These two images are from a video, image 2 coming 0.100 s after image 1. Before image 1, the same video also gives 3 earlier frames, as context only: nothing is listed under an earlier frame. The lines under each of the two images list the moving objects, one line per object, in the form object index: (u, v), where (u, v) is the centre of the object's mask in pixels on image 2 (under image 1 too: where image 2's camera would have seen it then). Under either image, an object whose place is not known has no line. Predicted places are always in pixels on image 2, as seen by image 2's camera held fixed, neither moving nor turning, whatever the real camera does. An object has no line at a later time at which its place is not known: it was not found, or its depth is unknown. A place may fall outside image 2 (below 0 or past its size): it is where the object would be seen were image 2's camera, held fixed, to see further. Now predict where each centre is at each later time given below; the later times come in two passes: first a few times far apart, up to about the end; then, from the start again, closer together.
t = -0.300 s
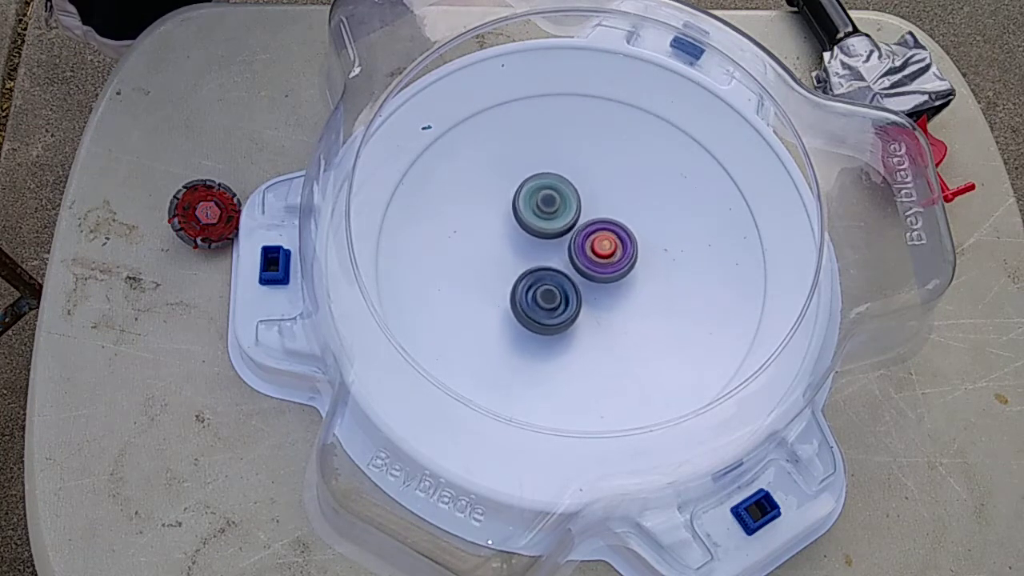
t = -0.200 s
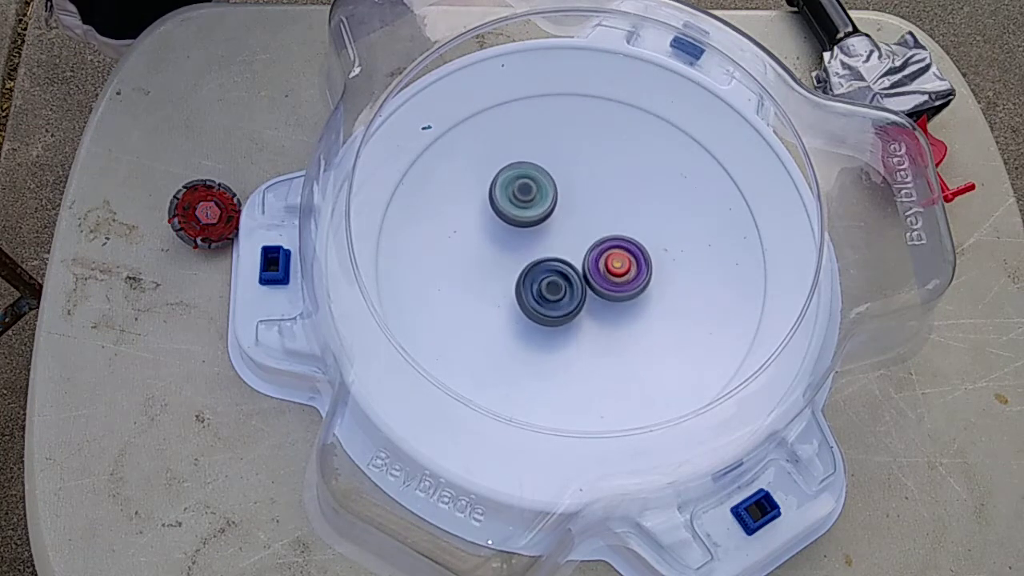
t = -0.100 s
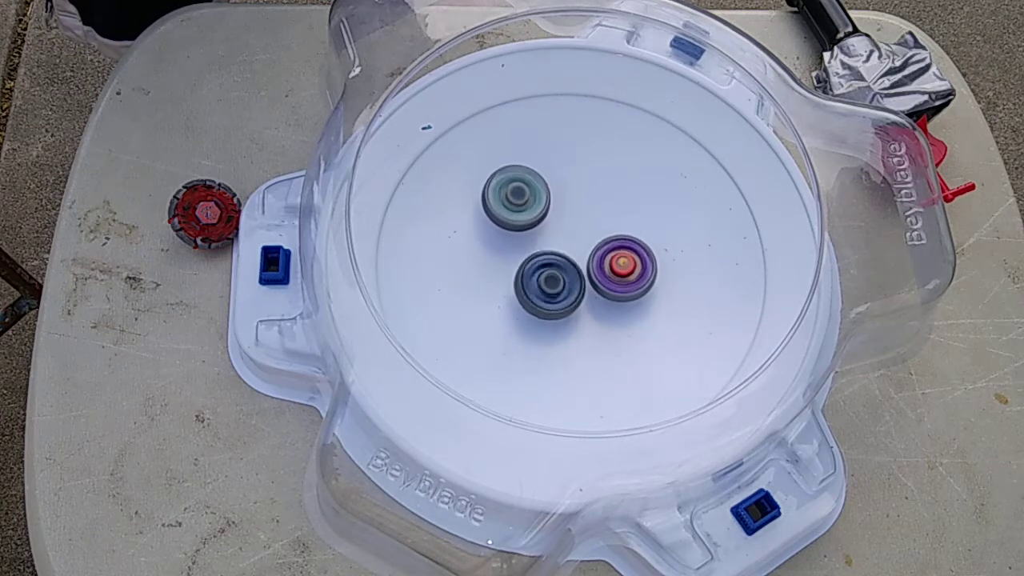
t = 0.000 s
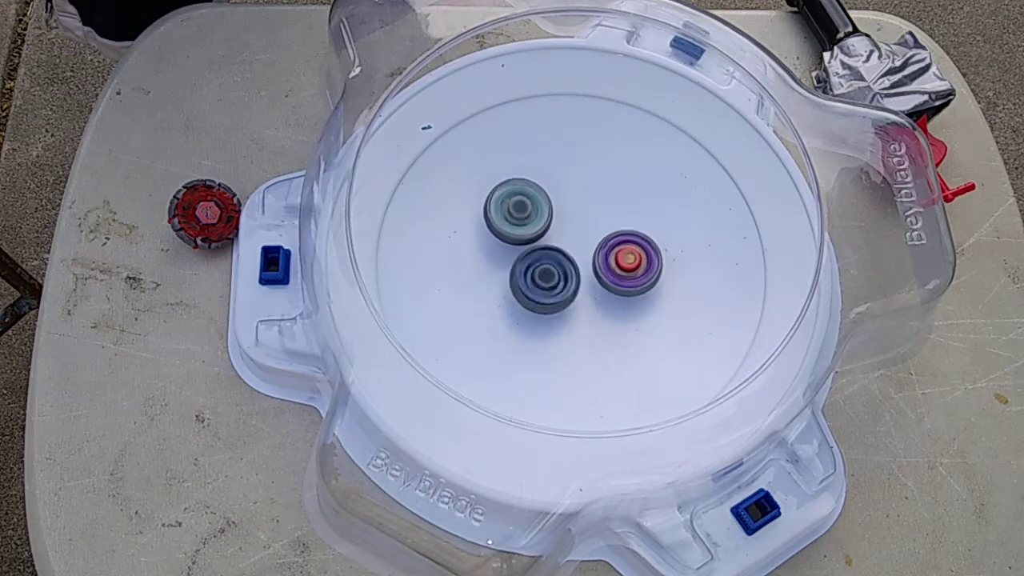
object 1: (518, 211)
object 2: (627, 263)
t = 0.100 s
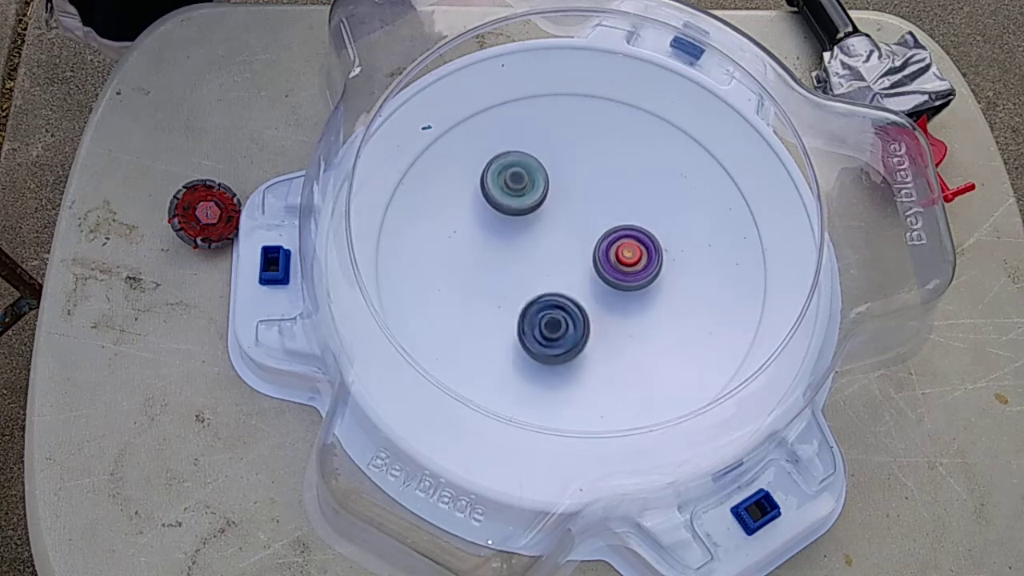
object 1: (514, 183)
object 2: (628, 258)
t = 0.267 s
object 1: (525, 187)
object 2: (621, 250)
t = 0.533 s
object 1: (533, 218)
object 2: (604, 244)
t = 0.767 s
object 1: (526, 222)
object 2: (594, 244)
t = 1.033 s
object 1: (520, 221)
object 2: (604, 221)
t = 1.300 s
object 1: (519, 238)
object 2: (607, 206)
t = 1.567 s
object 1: (529, 224)
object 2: (596, 207)
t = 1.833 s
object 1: (525, 231)
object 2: (594, 217)
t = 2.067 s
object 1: (503, 251)
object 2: (612, 226)
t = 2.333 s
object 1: (526, 259)
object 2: (609, 218)
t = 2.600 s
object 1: (521, 244)
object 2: (598, 226)
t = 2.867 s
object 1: (507, 248)
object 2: (605, 232)
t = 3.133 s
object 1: (522, 236)
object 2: (598, 223)
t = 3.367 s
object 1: (499, 243)
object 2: (626, 223)
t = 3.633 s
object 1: (522, 246)
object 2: (624, 205)
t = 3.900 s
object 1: (536, 246)
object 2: (603, 205)
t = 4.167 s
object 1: (534, 254)
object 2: (591, 210)
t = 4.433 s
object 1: (522, 257)
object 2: (580, 218)
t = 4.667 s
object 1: (513, 269)
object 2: (585, 209)
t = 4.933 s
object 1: (528, 268)
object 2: (568, 217)
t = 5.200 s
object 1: (521, 274)
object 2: (565, 219)
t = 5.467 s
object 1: (528, 278)
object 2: (551, 207)
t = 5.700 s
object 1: (524, 271)
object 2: (545, 210)
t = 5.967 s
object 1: (532, 284)
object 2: (549, 208)
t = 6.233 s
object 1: (530, 290)
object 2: (558, 218)
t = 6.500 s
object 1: (532, 299)
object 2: (556, 210)
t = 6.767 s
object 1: (549, 292)
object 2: (552, 222)
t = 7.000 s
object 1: (532, 298)
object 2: (552, 231)
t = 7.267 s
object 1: (540, 303)
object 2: (539, 226)
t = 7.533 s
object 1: (557, 296)
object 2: (535, 227)
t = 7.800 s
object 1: (564, 292)
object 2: (531, 229)
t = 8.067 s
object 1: (572, 299)
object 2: (530, 226)
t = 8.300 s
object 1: (567, 291)
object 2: (524, 231)
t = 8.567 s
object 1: (561, 297)
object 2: (528, 238)
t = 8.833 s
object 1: (577, 308)
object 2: (534, 232)
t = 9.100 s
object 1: (575, 308)
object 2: (534, 234)
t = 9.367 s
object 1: (577, 304)
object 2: (535, 236)
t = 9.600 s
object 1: (581, 293)
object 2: (531, 241)
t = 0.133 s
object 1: (516, 178)
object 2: (627, 256)
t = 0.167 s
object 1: (518, 177)
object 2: (626, 254)
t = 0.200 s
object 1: (520, 179)
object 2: (624, 253)
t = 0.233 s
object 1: (523, 183)
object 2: (623, 251)
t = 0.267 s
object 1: (525, 187)
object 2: (621, 250)
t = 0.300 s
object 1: (527, 192)
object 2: (619, 248)
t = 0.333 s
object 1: (529, 197)
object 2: (617, 247)
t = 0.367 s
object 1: (531, 201)
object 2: (614, 246)
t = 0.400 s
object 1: (532, 205)
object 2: (612, 245)
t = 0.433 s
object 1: (534, 209)
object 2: (609, 244)
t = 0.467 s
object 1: (536, 214)
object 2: (606, 243)
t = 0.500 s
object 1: (537, 217)
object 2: (603, 242)
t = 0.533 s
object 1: (533, 218)
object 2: (604, 244)
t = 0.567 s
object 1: (531, 219)
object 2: (602, 244)
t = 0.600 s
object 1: (531, 221)
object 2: (600, 244)
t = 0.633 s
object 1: (531, 222)
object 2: (598, 244)
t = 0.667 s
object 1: (527, 221)
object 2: (599, 245)
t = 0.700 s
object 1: (526, 221)
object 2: (598, 246)
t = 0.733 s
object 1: (526, 222)
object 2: (596, 246)
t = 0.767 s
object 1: (526, 222)
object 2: (594, 244)
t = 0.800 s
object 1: (525, 222)
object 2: (595, 242)
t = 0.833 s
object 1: (525, 222)
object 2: (595, 242)
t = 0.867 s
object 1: (525, 222)
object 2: (594, 242)
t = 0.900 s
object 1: (525, 222)
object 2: (594, 241)
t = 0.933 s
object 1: (522, 221)
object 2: (597, 241)
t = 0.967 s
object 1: (519, 220)
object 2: (599, 241)
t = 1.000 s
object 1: (519, 220)
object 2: (602, 231)
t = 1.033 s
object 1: (520, 221)
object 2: (604, 221)
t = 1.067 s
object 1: (523, 222)
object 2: (604, 215)
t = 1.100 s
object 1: (526, 224)
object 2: (602, 212)
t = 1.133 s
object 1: (529, 225)
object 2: (599, 210)
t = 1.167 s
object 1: (529, 228)
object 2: (600, 209)
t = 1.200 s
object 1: (523, 232)
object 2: (606, 207)
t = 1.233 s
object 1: (519, 235)
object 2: (609, 207)
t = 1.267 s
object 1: (518, 237)
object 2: (608, 207)
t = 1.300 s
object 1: (519, 238)
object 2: (607, 206)
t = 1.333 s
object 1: (521, 240)
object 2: (606, 206)
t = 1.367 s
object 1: (524, 241)
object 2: (605, 205)
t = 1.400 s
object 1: (524, 238)
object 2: (603, 205)
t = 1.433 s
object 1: (526, 237)
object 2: (602, 205)
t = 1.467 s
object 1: (529, 237)
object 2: (600, 205)
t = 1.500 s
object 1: (531, 237)
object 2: (599, 206)
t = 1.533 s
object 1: (531, 231)
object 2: (597, 206)
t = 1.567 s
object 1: (529, 224)
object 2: (596, 207)
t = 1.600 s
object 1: (528, 221)
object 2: (596, 208)
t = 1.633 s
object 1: (524, 220)
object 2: (598, 208)
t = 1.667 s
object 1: (520, 220)
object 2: (600, 209)
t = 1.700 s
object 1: (519, 222)
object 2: (599, 211)
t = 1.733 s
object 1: (519, 224)
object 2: (598, 212)
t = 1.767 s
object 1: (521, 226)
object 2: (597, 213)
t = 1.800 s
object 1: (523, 229)
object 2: (595, 215)
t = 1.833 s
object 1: (525, 231)
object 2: (594, 217)
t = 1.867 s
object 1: (526, 234)
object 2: (594, 219)
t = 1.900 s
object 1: (527, 236)
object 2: (593, 221)
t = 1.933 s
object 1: (516, 240)
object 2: (602, 221)
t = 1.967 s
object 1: (508, 244)
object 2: (610, 222)
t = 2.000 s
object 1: (504, 247)
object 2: (612, 223)
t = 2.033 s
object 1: (502, 249)
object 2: (612, 225)
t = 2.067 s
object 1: (503, 251)
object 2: (612, 226)
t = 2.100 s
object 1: (505, 253)
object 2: (612, 226)
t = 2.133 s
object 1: (508, 255)
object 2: (612, 226)
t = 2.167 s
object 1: (511, 257)
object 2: (611, 227)
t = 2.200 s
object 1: (515, 258)
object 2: (610, 228)
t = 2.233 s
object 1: (518, 259)
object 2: (611, 224)
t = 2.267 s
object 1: (522, 260)
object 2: (612, 219)
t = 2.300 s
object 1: (525, 261)
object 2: (611, 218)
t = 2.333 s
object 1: (526, 259)
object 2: (609, 218)
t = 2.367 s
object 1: (524, 252)
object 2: (607, 218)
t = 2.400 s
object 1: (523, 247)
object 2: (605, 219)
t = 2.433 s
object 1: (524, 243)
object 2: (602, 220)
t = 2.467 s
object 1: (526, 242)
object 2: (600, 221)
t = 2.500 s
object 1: (528, 241)
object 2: (597, 222)
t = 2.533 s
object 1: (528, 241)
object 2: (596, 223)
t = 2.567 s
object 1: (523, 243)
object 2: (599, 224)
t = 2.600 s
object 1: (521, 244)
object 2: (598, 226)
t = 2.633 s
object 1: (521, 245)
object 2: (596, 227)
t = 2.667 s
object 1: (521, 245)
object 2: (594, 228)
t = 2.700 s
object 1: (522, 246)
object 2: (592, 230)
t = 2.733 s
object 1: (521, 247)
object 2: (593, 231)
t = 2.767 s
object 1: (513, 248)
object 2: (601, 231)
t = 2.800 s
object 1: (508, 248)
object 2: (605, 233)
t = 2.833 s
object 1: (507, 248)
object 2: (605, 233)
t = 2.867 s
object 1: (507, 248)
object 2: (605, 232)
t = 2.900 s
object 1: (509, 248)
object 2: (605, 232)
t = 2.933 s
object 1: (509, 246)
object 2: (607, 227)
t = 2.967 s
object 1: (507, 241)
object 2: (608, 224)
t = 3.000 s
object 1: (508, 238)
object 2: (606, 223)
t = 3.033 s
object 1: (510, 236)
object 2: (605, 223)
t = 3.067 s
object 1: (513, 235)
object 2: (602, 223)
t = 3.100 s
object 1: (517, 235)
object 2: (600, 223)
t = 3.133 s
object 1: (522, 236)
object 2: (598, 223)
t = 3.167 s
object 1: (526, 237)
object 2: (596, 224)
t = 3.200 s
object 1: (517, 239)
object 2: (606, 223)
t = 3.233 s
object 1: (506, 241)
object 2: (618, 223)
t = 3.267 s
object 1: (499, 242)
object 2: (625, 223)
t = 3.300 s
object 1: (497, 242)
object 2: (627, 224)
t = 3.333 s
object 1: (497, 243)
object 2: (626, 223)
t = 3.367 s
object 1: (499, 243)
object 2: (626, 223)
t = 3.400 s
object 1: (503, 244)
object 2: (625, 223)
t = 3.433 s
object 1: (507, 245)
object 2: (624, 222)
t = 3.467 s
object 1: (512, 246)
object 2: (623, 222)
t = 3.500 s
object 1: (517, 248)
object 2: (621, 222)
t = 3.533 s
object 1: (519, 248)
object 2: (620, 222)
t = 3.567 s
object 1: (519, 247)
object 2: (624, 213)
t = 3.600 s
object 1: (520, 247)
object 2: (625, 207)
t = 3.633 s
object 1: (522, 246)
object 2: (624, 205)
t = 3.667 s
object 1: (526, 247)
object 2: (621, 204)
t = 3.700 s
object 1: (529, 247)
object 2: (618, 203)
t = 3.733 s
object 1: (533, 248)
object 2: (614, 203)
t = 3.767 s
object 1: (537, 249)
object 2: (611, 204)
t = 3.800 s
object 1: (540, 250)
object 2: (607, 204)
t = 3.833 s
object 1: (543, 250)
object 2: (604, 205)
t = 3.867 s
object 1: (543, 245)
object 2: (600, 207)
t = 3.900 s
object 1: (536, 246)
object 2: (603, 205)
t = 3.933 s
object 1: (529, 247)
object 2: (607, 203)
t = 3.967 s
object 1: (526, 249)
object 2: (608, 203)
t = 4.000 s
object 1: (525, 250)
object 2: (605, 204)
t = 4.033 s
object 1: (525, 250)
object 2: (603, 205)
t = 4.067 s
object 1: (526, 251)
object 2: (600, 206)
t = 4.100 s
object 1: (529, 252)
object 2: (597, 207)
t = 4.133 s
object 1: (531, 253)
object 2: (594, 208)
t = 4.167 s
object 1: (534, 254)
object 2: (591, 210)
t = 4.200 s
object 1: (535, 252)
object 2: (588, 211)
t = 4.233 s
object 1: (529, 255)
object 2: (590, 210)
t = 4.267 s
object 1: (525, 258)
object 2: (592, 210)
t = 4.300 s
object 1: (523, 259)
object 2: (590, 211)
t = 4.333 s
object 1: (521, 259)
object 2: (588, 213)
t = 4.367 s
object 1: (521, 259)
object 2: (585, 214)
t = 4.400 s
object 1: (521, 258)
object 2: (583, 216)
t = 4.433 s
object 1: (522, 257)
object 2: (580, 218)
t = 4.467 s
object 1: (520, 258)
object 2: (580, 218)
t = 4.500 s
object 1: (512, 263)
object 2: (587, 215)
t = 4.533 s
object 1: (508, 266)
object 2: (591, 214)
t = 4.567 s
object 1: (507, 268)
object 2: (591, 215)
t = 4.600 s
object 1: (507, 269)
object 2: (590, 213)
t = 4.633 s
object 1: (510, 269)
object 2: (587, 210)
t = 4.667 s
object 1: (513, 269)
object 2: (585, 209)
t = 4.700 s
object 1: (516, 270)
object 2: (583, 209)
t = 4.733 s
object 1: (519, 270)
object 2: (581, 210)
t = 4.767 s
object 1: (518, 269)
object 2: (579, 210)
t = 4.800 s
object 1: (519, 268)
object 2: (577, 212)
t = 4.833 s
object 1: (521, 268)
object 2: (574, 213)
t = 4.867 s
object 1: (523, 268)
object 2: (572, 214)
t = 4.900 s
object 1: (525, 268)
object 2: (570, 215)
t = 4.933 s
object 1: (528, 268)
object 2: (568, 217)
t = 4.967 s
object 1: (526, 272)
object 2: (570, 214)
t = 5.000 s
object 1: (525, 274)
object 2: (570, 215)
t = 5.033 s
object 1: (525, 274)
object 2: (569, 216)
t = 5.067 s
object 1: (526, 274)
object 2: (567, 217)
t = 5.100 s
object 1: (525, 274)
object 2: (565, 218)
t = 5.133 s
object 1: (524, 273)
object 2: (564, 219)
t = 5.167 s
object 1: (522, 273)
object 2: (564, 220)
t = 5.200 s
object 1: (521, 274)
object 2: (565, 219)
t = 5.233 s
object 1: (521, 275)
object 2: (564, 220)
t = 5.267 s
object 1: (521, 275)
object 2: (561, 218)
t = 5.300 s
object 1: (523, 274)
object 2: (557, 213)
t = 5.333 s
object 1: (526, 273)
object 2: (555, 212)
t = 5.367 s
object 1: (529, 272)
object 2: (553, 212)
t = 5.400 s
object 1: (531, 273)
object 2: (552, 212)
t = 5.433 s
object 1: (531, 275)
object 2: (551, 211)
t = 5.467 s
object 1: (528, 278)
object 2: (551, 207)
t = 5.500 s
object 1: (526, 280)
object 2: (550, 207)
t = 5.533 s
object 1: (527, 280)
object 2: (549, 207)
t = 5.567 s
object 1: (528, 279)
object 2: (548, 207)
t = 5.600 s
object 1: (530, 278)
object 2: (547, 208)
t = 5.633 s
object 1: (532, 277)
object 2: (546, 209)
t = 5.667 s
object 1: (527, 273)
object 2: (546, 209)
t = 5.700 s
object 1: (524, 271)
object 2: (545, 210)
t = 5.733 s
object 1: (522, 273)
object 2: (546, 208)
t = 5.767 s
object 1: (521, 273)
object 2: (546, 209)
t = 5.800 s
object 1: (522, 273)
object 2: (545, 210)
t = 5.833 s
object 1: (525, 273)
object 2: (545, 211)
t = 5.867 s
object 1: (527, 273)
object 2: (546, 211)
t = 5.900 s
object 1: (529, 275)
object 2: (546, 212)
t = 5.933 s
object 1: (531, 277)
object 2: (547, 212)
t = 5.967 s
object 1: (532, 284)
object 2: (549, 208)
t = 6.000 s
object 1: (533, 288)
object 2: (551, 208)
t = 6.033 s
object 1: (535, 290)
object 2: (552, 209)
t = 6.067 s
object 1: (537, 291)
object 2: (553, 210)
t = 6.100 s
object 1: (540, 290)
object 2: (554, 211)
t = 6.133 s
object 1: (542, 289)
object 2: (555, 212)
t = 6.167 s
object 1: (536, 291)
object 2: (556, 214)
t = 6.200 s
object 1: (532, 291)
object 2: (557, 216)
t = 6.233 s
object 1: (530, 290)
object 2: (558, 218)
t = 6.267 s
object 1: (531, 289)
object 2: (559, 220)
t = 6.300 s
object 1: (531, 287)
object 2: (560, 222)
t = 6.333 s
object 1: (533, 286)
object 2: (559, 223)
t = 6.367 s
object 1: (535, 285)
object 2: (560, 225)
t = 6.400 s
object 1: (533, 292)
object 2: (559, 217)
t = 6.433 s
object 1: (532, 296)
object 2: (557, 211)
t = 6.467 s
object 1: (532, 299)
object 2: (557, 209)
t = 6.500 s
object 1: (532, 299)
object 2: (556, 210)
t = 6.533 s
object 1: (534, 298)
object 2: (555, 212)
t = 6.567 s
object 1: (536, 296)
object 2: (554, 213)
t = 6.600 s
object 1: (538, 295)
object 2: (553, 215)
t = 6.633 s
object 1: (541, 293)
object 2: (553, 217)
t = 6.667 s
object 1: (543, 292)
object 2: (552, 219)
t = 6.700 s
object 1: (545, 290)
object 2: (552, 222)
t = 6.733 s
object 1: (547, 289)
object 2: (552, 224)
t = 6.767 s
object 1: (549, 292)
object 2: (552, 222)
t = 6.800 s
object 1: (549, 293)
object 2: (553, 223)
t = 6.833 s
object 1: (550, 293)
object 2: (553, 224)
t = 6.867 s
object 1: (542, 296)
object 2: (552, 226)
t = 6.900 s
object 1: (537, 296)
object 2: (552, 228)
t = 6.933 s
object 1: (535, 296)
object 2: (552, 230)
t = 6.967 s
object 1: (534, 295)
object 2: (552, 232)
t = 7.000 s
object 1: (532, 298)
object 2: (552, 231)
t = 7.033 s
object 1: (531, 300)
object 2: (547, 227)
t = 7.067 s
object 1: (531, 301)
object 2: (545, 226)
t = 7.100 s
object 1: (532, 301)
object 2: (544, 227)
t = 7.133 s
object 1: (534, 299)
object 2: (542, 228)
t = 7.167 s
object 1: (536, 298)
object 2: (541, 230)
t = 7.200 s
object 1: (538, 296)
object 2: (540, 231)
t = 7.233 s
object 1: (540, 300)
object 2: (539, 228)
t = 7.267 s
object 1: (540, 303)
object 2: (539, 226)
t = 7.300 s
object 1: (541, 303)
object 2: (538, 226)
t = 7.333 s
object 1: (543, 302)
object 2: (537, 227)
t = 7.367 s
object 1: (545, 301)
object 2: (537, 228)
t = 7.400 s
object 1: (547, 299)
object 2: (536, 228)
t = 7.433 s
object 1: (549, 297)
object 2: (536, 229)
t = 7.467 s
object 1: (552, 295)
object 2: (535, 230)
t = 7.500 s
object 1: (555, 296)
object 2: (535, 228)
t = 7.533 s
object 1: (557, 296)
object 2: (535, 227)
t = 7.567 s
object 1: (559, 296)
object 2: (535, 229)
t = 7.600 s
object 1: (561, 294)
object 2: (534, 230)
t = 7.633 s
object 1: (562, 294)
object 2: (534, 229)
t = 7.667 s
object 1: (561, 294)
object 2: (534, 230)
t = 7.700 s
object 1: (562, 292)
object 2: (534, 230)
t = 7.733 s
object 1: (562, 292)
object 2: (534, 230)
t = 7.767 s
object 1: (564, 292)
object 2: (532, 229)
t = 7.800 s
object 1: (564, 292)
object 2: (531, 229)
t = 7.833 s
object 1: (565, 292)
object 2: (531, 231)
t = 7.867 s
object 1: (564, 291)
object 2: (532, 231)
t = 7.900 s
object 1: (565, 295)
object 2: (531, 230)
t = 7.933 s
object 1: (567, 300)
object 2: (530, 226)
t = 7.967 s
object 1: (569, 301)
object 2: (530, 225)
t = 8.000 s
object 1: (570, 302)
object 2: (530, 225)
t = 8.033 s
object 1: (571, 301)
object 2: (530, 226)
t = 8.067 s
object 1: (572, 299)
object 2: (530, 226)
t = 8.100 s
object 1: (572, 296)
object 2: (531, 227)
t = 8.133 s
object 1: (573, 294)
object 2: (532, 228)
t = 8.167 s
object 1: (573, 294)
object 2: (533, 229)
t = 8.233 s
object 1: (572, 291)
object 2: (527, 230)
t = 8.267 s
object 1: (572, 289)
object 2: (524, 230)
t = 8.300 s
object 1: (567, 291)
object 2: (524, 231)
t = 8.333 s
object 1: (562, 293)
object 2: (524, 233)
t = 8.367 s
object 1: (559, 293)
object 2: (524, 235)
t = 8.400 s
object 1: (559, 297)
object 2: (524, 233)
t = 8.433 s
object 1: (559, 299)
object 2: (525, 233)
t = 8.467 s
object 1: (559, 300)
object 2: (525, 235)
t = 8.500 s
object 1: (559, 299)
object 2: (526, 236)
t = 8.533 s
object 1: (560, 298)
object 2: (527, 237)
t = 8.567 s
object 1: (561, 297)
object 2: (528, 238)
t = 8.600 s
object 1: (563, 297)
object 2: (529, 238)
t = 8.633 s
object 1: (565, 297)
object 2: (530, 239)
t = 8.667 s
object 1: (566, 297)
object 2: (531, 240)
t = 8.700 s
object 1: (568, 299)
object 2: (532, 240)
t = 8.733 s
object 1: (569, 300)
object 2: (533, 240)
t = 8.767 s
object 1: (570, 299)
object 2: (535, 241)
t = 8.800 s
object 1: (574, 304)
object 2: (534, 237)
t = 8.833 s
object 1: (577, 308)
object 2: (534, 232)
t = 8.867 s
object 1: (579, 309)
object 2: (531, 231)
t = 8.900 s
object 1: (580, 308)
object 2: (530, 230)
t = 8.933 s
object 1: (581, 307)
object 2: (530, 231)
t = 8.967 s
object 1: (581, 305)
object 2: (530, 231)
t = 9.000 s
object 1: (582, 302)
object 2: (531, 232)
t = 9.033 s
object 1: (581, 302)
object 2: (531, 232)
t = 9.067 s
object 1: (577, 307)
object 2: (532, 233)
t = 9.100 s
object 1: (575, 308)
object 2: (534, 234)
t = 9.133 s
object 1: (573, 307)
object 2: (535, 235)
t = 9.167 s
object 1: (572, 305)
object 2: (536, 236)
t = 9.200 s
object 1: (572, 303)
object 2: (538, 238)
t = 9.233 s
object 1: (572, 300)
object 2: (540, 239)
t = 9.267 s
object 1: (572, 298)
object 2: (538, 240)
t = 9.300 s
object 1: (573, 298)
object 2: (536, 240)
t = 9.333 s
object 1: (575, 299)
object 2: (537, 240)
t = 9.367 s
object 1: (577, 304)
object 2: (535, 236)
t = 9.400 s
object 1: (578, 306)
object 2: (536, 235)
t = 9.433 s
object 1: (579, 305)
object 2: (536, 236)
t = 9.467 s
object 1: (579, 304)
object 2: (536, 236)
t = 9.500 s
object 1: (579, 302)
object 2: (537, 237)
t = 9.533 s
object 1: (580, 299)
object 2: (537, 238)
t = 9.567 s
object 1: (580, 296)
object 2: (534, 240)
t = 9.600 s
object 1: (581, 293)
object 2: (531, 241)
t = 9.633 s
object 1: (582, 290)
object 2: (530, 242)
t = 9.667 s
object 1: (584, 290)
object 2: (530, 242)
